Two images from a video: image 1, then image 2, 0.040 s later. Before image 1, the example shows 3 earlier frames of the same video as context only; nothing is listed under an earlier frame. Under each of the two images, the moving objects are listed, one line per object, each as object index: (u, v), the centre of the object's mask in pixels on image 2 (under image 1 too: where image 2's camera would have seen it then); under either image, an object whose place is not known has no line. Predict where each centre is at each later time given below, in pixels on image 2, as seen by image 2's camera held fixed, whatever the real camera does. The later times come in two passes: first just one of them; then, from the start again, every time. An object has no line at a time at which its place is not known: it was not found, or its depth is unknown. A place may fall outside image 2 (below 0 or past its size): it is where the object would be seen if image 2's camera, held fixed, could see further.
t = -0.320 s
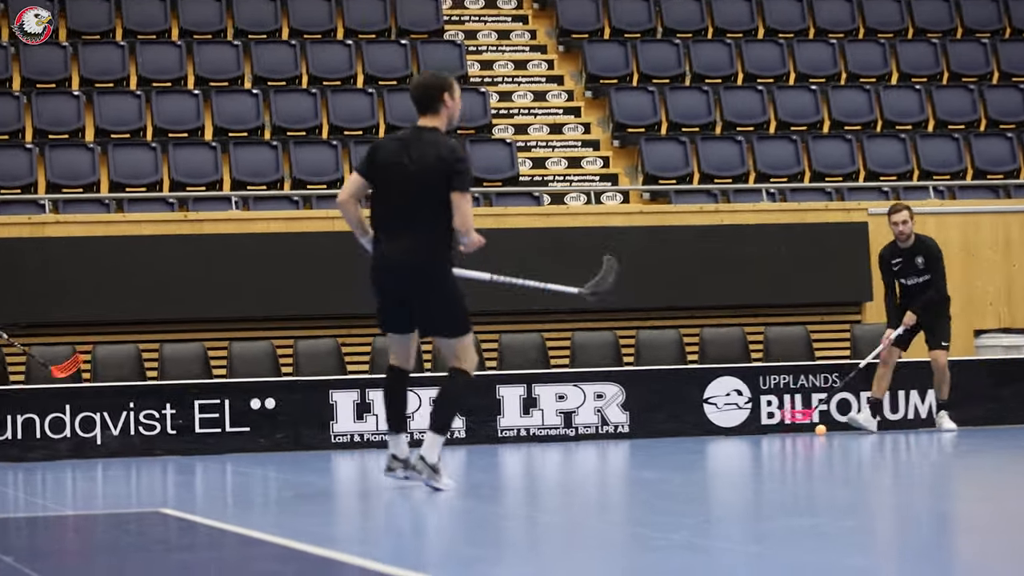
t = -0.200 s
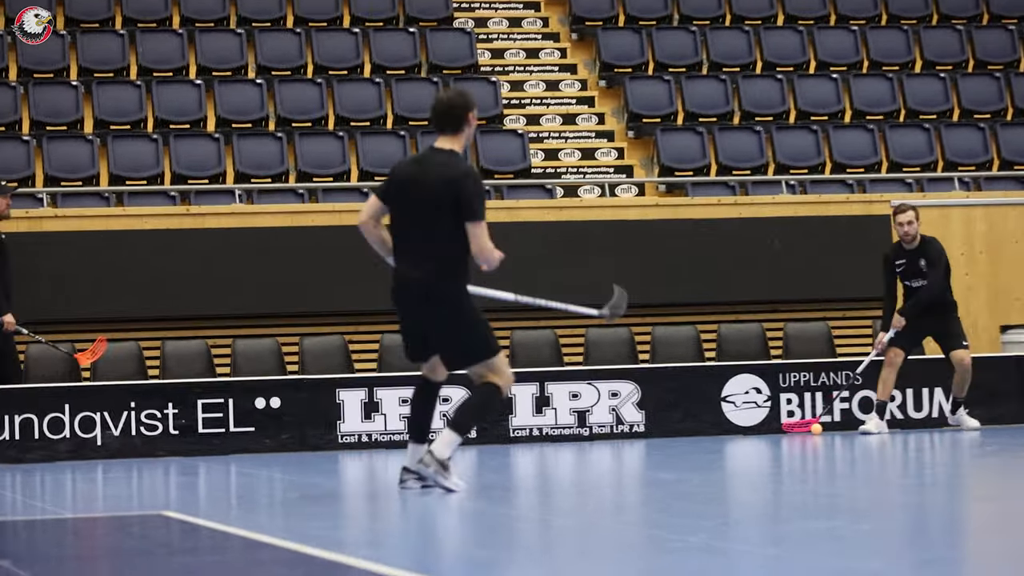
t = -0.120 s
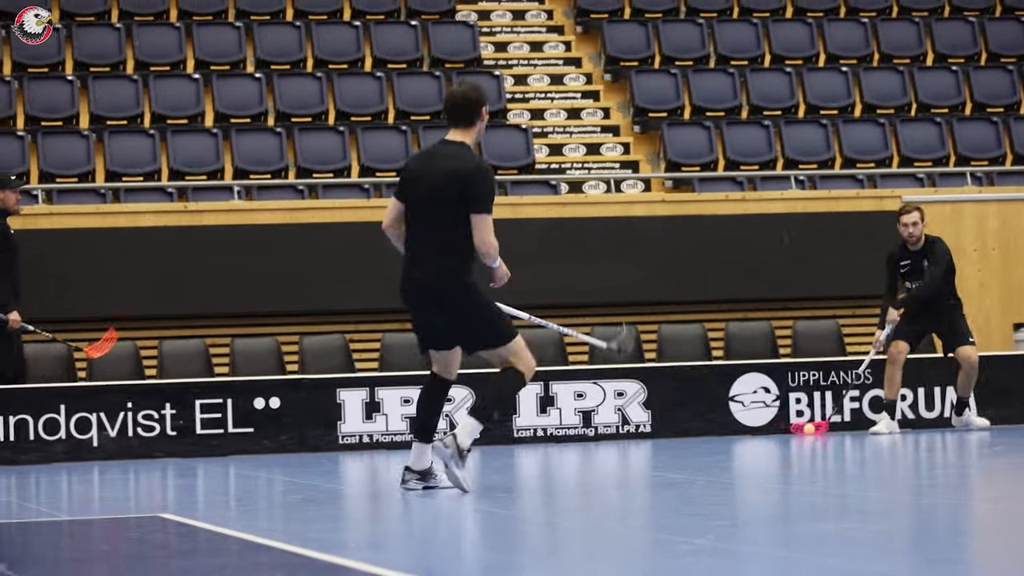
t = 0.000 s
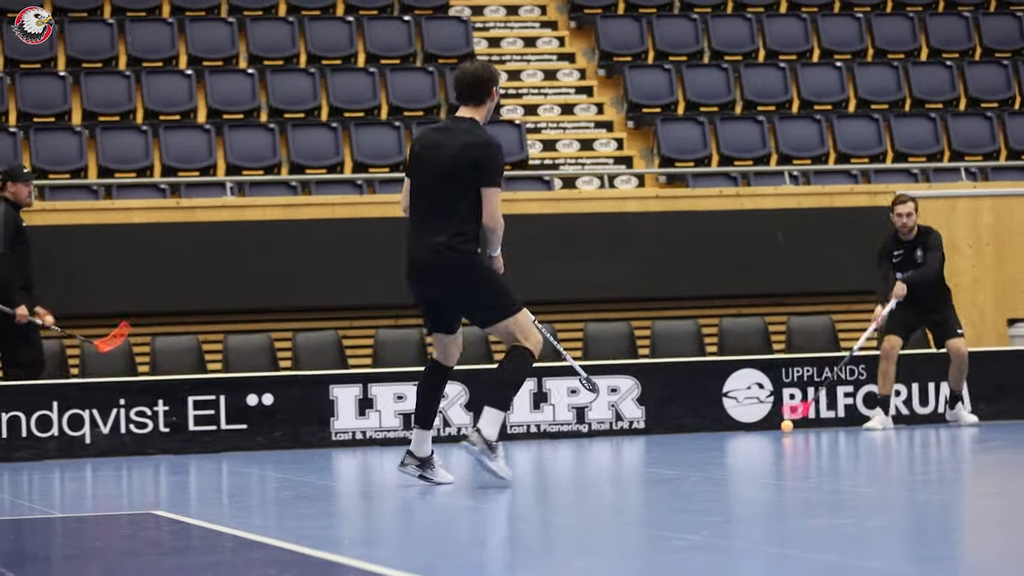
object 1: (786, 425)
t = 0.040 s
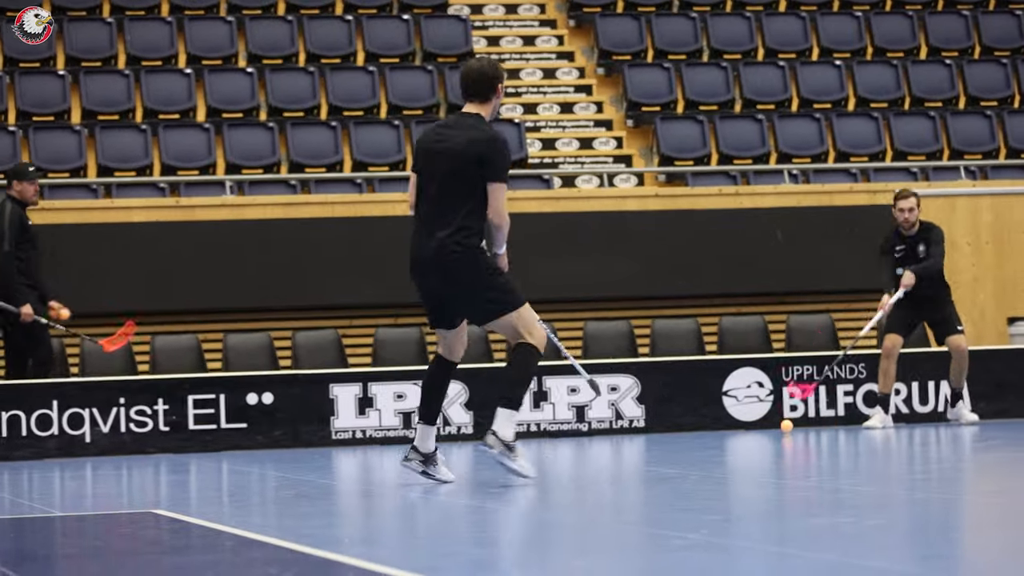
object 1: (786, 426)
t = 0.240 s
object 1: (779, 441)
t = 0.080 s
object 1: (787, 429)
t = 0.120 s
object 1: (787, 433)
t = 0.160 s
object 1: (784, 435)
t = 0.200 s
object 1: (782, 440)
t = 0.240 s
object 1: (779, 441)
